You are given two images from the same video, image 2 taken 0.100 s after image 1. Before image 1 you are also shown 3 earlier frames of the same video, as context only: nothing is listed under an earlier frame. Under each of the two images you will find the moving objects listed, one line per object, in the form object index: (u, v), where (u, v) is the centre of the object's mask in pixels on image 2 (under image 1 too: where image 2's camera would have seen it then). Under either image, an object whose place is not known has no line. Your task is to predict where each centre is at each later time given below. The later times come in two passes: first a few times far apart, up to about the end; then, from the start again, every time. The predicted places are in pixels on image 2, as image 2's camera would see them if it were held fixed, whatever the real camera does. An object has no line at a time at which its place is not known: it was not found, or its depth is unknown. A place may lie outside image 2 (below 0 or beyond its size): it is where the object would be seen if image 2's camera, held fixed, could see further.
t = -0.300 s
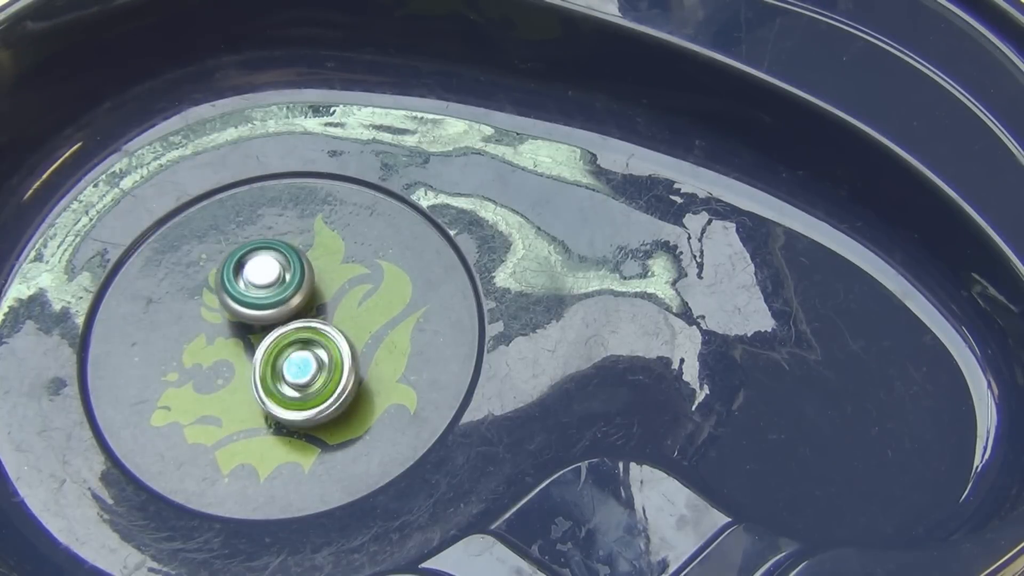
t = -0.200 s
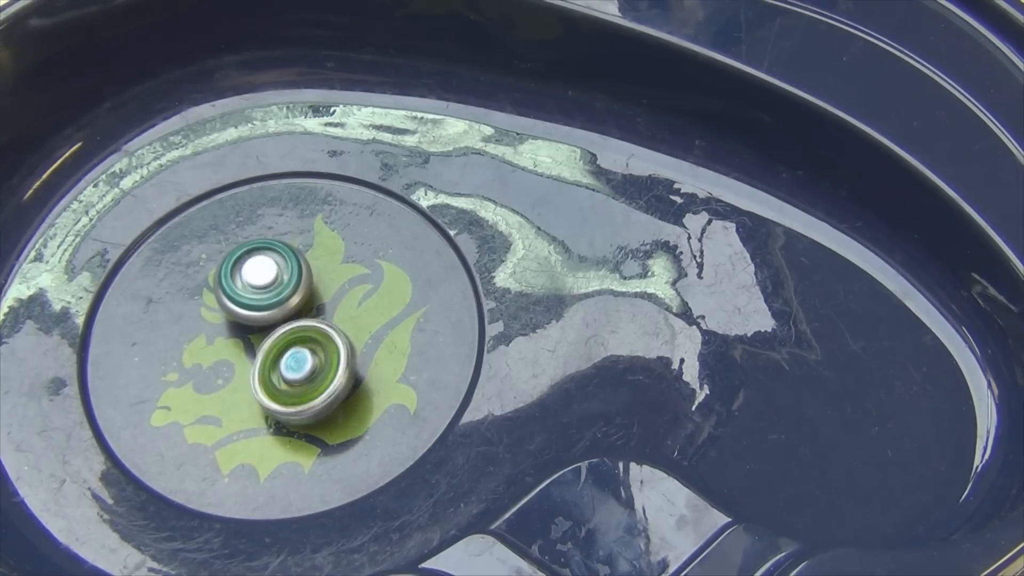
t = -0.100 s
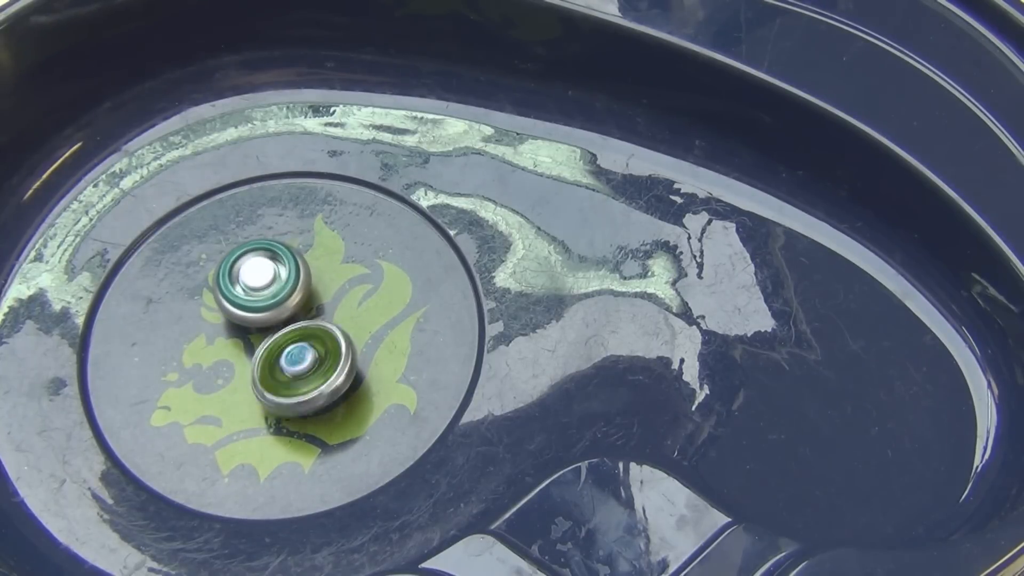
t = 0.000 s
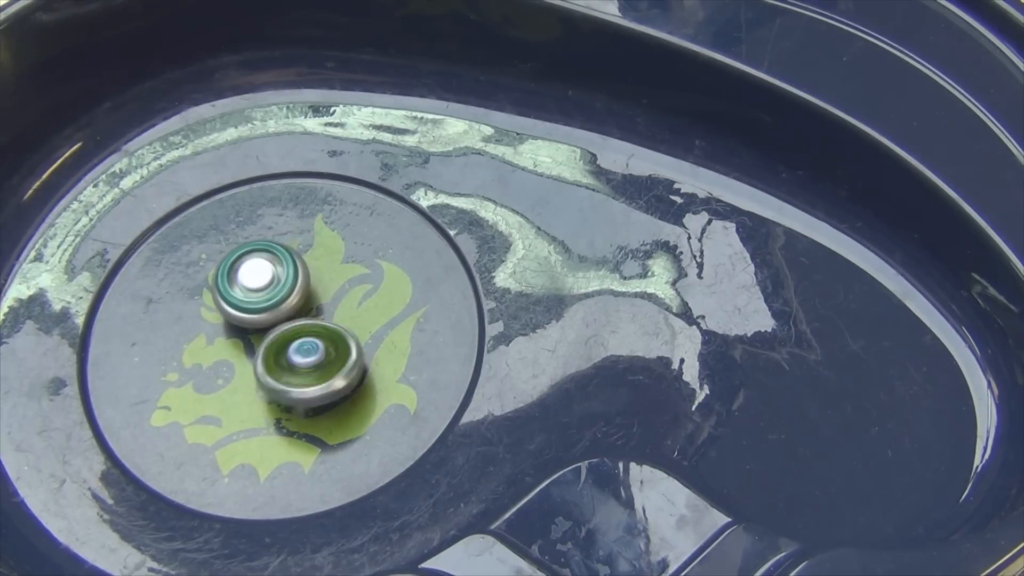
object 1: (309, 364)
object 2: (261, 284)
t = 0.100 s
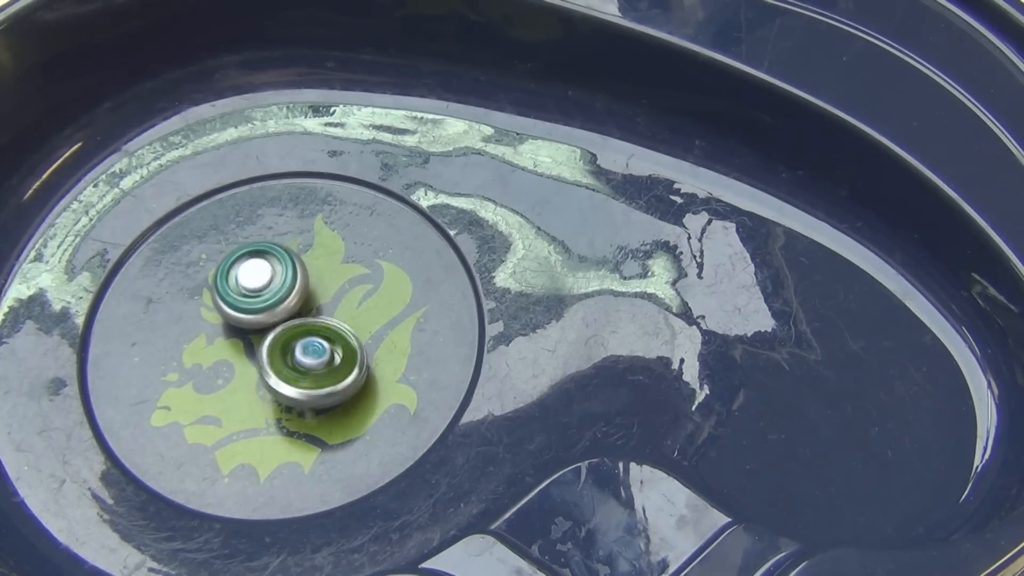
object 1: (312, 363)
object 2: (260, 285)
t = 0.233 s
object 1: (325, 386)
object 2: (248, 263)
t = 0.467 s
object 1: (340, 441)
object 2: (226, 205)
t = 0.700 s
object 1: (349, 422)
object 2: (224, 215)
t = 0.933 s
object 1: (346, 381)
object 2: (232, 292)
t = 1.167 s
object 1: (344, 318)
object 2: (213, 389)
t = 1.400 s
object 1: (343, 303)
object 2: (197, 422)
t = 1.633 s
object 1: (330, 301)
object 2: (209, 411)
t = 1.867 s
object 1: (399, 261)
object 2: (163, 412)
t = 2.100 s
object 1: (423, 243)
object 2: (155, 420)
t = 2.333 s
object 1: (363, 287)
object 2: (214, 405)
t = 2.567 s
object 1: (327, 300)
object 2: (269, 435)
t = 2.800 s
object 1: (305, 295)
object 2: (271, 436)
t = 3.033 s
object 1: (295, 301)
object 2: (269, 402)
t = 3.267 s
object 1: (326, 292)
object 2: (278, 388)
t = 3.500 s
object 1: (337, 289)
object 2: (278, 378)
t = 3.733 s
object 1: (334, 307)
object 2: (274, 380)
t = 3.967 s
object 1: (342, 312)
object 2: (277, 381)
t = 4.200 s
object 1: (361, 291)
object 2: (229, 368)
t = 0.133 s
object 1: (312, 362)
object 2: (259, 286)
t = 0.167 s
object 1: (314, 361)
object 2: (258, 286)
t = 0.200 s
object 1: (316, 364)
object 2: (255, 281)
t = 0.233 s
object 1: (325, 386)
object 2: (248, 263)
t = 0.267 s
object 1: (334, 407)
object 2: (239, 242)
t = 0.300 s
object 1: (341, 423)
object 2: (234, 225)
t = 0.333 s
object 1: (345, 435)
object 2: (231, 214)
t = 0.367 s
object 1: (346, 441)
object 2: (228, 210)
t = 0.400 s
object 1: (344, 444)
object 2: (226, 206)
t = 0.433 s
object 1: (342, 443)
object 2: (226, 206)
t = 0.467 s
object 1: (340, 441)
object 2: (226, 205)
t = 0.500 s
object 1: (338, 438)
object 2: (225, 206)
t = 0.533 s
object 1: (339, 434)
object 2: (224, 207)
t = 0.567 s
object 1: (341, 431)
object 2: (224, 208)
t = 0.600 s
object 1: (344, 427)
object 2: (223, 210)
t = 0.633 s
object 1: (346, 425)
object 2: (223, 211)
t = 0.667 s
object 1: (348, 423)
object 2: (223, 212)
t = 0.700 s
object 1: (349, 422)
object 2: (224, 215)
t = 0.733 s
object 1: (349, 419)
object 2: (225, 221)
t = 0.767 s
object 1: (350, 416)
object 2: (227, 227)
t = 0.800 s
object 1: (349, 409)
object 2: (229, 240)
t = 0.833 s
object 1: (349, 405)
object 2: (230, 249)
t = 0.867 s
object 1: (348, 398)
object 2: (231, 262)
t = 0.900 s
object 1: (347, 390)
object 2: (231, 277)
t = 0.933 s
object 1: (346, 381)
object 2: (232, 292)
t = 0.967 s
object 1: (345, 372)
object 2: (231, 305)
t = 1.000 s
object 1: (346, 359)
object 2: (229, 324)
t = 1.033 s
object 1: (345, 351)
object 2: (226, 339)
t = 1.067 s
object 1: (344, 343)
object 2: (224, 351)
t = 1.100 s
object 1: (344, 333)
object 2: (220, 366)
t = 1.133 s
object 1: (344, 325)
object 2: (216, 379)
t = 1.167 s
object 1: (344, 318)
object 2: (213, 389)
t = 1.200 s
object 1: (344, 310)
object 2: (208, 403)
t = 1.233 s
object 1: (344, 306)
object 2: (204, 410)
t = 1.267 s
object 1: (344, 304)
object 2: (201, 416)
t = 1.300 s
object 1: (344, 301)
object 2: (198, 420)
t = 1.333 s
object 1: (345, 301)
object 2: (197, 421)
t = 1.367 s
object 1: (345, 302)
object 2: (196, 422)
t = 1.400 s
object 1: (343, 303)
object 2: (197, 422)
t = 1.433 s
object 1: (341, 303)
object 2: (197, 422)
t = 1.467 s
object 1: (339, 303)
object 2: (198, 422)
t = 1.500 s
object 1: (337, 303)
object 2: (199, 421)
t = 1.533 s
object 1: (335, 302)
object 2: (199, 421)
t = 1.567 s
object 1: (333, 301)
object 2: (201, 419)
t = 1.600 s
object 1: (331, 301)
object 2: (206, 414)
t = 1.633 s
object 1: (330, 301)
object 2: (209, 411)
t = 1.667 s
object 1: (328, 302)
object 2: (215, 405)
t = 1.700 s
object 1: (324, 303)
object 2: (224, 397)
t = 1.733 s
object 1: (319, 306)
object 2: (234, 390)
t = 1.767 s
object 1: (316, 307)
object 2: (240, 384)
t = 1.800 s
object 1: (359, 284)
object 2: (201, 400)
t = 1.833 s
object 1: (380, 271)
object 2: (180, 407)
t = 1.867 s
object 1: (399, 261)
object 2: (163, 412)
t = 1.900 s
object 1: (417, 252)
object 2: (148, 417)
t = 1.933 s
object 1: (427, 245)
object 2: (140, 419)
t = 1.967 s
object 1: (430, 241)
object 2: (139, 419)
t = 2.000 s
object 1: (430, 238)
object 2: (141, 419)
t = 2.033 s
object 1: (430, 239)
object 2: (144, 418)
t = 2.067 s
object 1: (427, 240)
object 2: (148, 419)
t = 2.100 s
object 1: (423, 243)
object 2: (155, 420)
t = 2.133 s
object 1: (419, 247)
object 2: (160, 421)
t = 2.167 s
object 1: (415, 251)
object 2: (164, 420)
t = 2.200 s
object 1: (404, 259)
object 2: (173, 417)
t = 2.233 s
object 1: (397, 263)
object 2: (179, 414)
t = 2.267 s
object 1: (388, 268)
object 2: (188, 411)
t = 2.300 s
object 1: (375, 278)
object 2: (200, 407)
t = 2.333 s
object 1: (363, 287)
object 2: (214, 405)
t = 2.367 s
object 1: (354, 294)
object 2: (225, 403)
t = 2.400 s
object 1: (341, 303)
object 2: (245, 401)
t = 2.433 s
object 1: (332, 309)
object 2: (257, 400)
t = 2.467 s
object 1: (324, 314)
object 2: (266, 400)
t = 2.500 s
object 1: (328, 306)
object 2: (264, 417)
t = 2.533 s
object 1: (328, 301)
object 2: (266, 428)
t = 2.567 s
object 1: (327, 300)
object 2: (269, 435)
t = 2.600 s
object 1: (325, 299)
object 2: (272, 441)
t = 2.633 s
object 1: (323, 299)
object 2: (272, 444)
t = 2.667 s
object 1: (321, 299)
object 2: (273, 446)
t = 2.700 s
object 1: (318, 297)
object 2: (273, 446)
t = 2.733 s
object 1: (315, 296)
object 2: (273, 444)
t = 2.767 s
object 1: (311, 294)
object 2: (272, 440)
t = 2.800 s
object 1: (305, 295)
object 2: (271, 436)
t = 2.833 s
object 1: (303, 298)
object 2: (270, 433)
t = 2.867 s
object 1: (300, 301)
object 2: (269, 428)
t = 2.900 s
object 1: (297, 305)
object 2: (267, 422)
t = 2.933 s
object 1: (293, 308)
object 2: (269, 414)
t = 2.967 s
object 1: (293, 309)
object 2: (271, 406)
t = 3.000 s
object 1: (294, 303)
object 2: (269, 404)
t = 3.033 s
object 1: (295, 301)
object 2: (269, 402)
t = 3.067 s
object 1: (297, 299)
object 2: (269, 396)
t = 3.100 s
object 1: (299, 298)
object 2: (271, 391)
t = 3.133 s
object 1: (303, 298)
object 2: (276, 388)
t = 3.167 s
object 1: (304, 298)
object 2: (281, 387)
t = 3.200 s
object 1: (306, 299)
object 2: (285, 384)
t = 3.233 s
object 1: (314, 295)
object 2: (281, 386)
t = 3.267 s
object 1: (326, 292)
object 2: (278, 388)
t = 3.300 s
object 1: (332, 290)
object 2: (276, 387)
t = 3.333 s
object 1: (336, 289)
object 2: (277, 385)
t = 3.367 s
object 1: (337, 289)
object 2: (280, 382)
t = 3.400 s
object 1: (337, 289)
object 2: (281, 382)
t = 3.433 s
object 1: (337, 289)
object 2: (281, 381)
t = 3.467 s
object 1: (337, 289)
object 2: (279, 380)
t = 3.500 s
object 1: (337, 289)
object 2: (278, 378)
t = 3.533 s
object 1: (336, 291)
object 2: (276, 378)
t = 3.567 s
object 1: (335, 293)
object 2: (275, 378)
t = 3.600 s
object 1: (334, 296)
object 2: (273, 379)
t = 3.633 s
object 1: (333, 298)
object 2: (271, 380)
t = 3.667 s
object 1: (333, 301)
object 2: (270, 380)
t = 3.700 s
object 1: (333, 304)
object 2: (271, 380)
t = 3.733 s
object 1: (334, 307)
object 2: (274, 380)
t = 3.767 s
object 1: (336, 308)
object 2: (274, 380)
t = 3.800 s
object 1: (338, 310)
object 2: (273, 380)
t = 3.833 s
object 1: (339, 311)
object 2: (272, 380)
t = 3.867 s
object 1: (340, 313)
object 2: (271, 381)
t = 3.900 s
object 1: (341, 313)
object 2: (272, 383)
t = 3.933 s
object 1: (342, 313)
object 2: (275, 383)
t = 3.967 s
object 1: (342, 312)
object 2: (277, 381)
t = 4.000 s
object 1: (340, 310)
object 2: (278, 377)
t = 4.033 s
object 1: (340, 309)
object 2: (278, 375)
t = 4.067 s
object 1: (347, 306)
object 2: (267, 375)
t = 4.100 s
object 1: (356, 299)
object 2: (255, 376)
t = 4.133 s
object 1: (360, 295)
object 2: (246, 374)
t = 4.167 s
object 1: (362, 292)
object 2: (239, 372)
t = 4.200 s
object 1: (361, 291)
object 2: (229, 368)
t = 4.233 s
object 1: (359, 292)
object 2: (224, 367)
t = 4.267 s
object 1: (354, 293)
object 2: (218, 365)
